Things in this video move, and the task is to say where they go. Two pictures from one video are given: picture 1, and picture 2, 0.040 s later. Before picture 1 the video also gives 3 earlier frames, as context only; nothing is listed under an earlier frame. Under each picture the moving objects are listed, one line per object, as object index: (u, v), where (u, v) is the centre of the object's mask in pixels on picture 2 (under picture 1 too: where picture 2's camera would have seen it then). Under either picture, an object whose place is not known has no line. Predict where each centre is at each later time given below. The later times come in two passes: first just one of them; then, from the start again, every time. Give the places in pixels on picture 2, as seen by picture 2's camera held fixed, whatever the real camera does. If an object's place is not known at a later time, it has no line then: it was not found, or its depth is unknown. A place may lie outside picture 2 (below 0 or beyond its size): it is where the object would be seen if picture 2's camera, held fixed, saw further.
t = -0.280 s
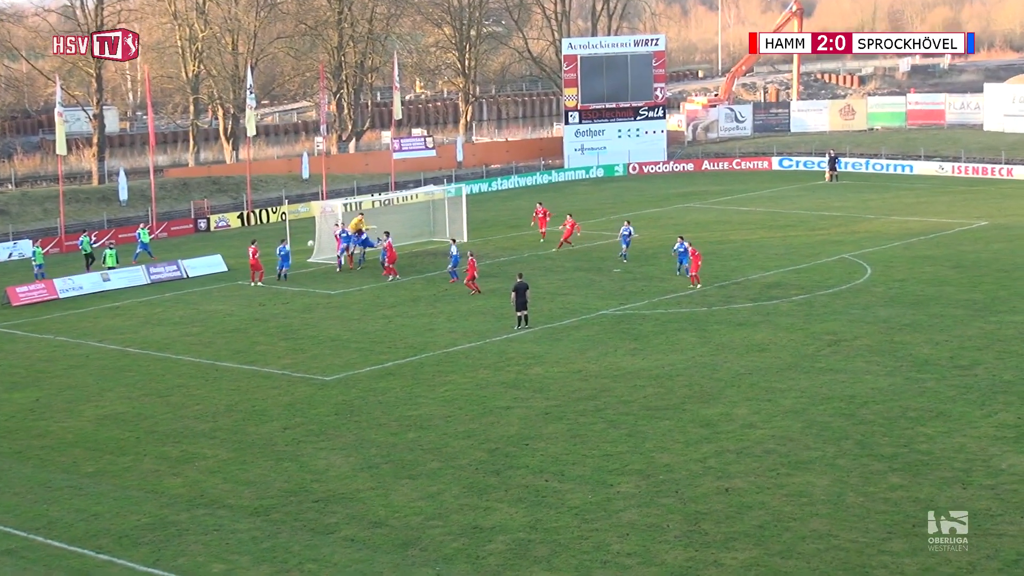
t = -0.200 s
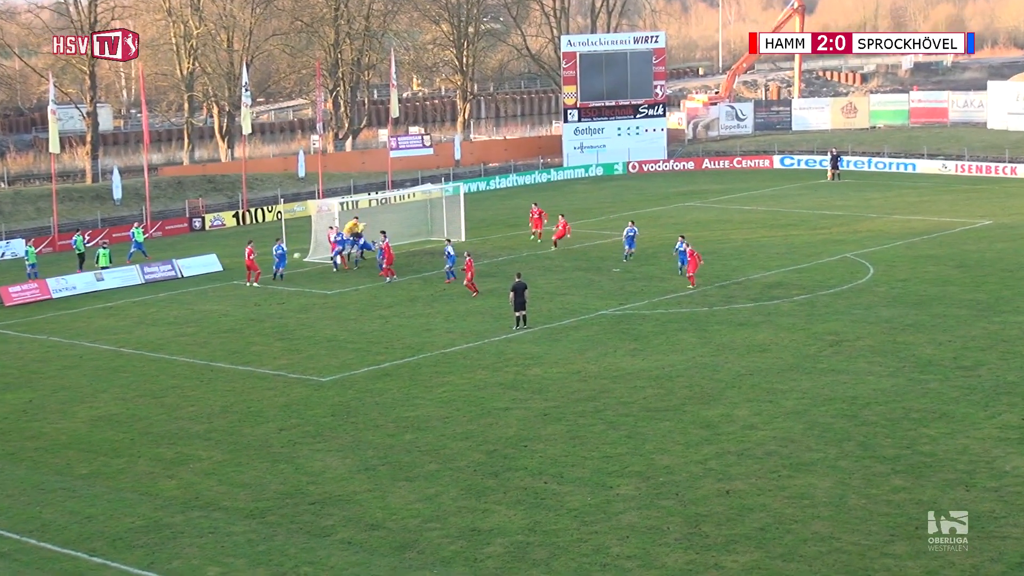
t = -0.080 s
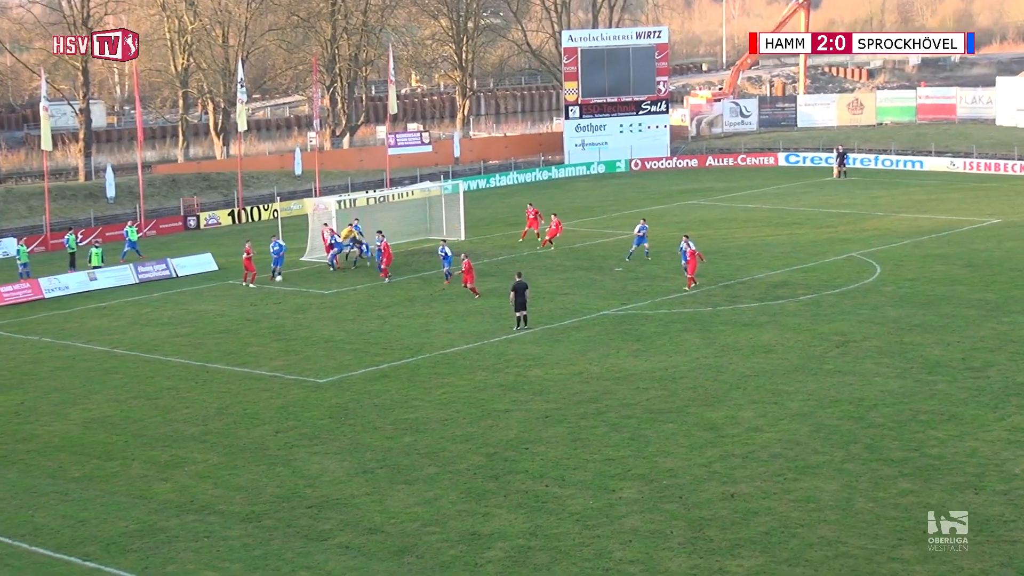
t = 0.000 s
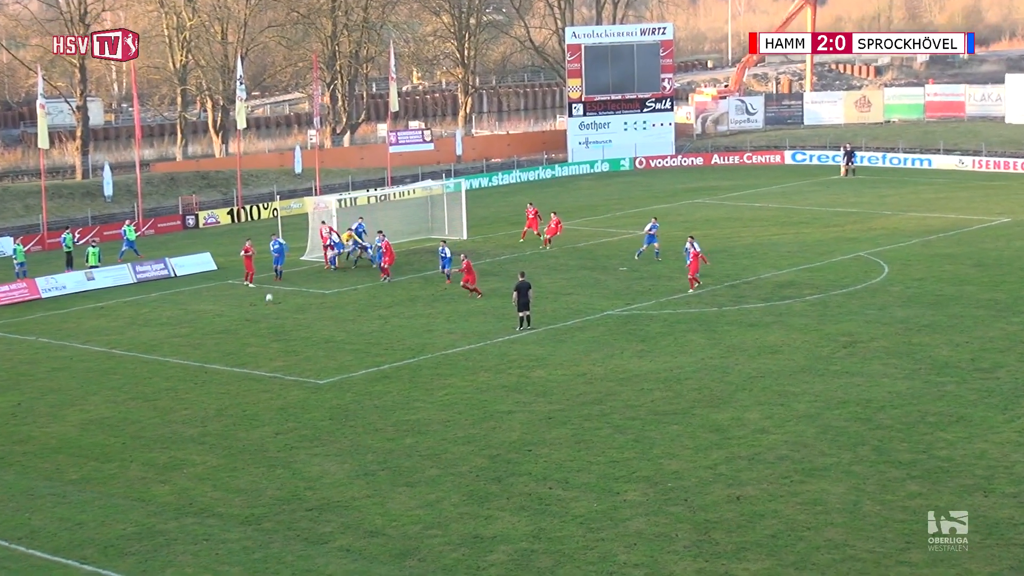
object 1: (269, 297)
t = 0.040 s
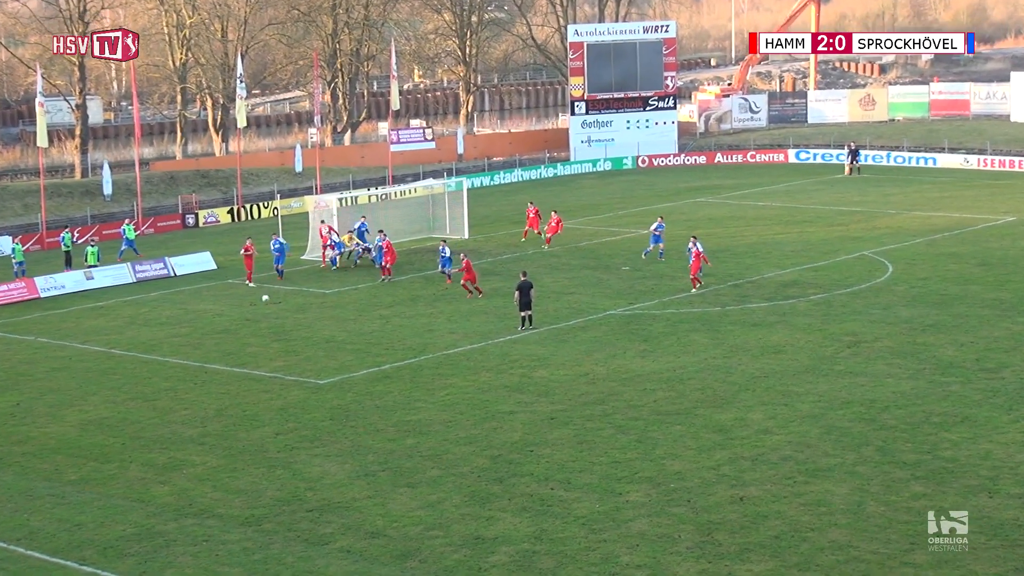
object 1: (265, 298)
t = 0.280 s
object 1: (244, 295)
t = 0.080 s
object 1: (261, 296)
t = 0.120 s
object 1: (258, 294)
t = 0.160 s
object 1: (254, 293)
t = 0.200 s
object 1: (250, 293)
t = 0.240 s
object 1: (247, 293)
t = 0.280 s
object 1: (244, 295)
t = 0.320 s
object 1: (241, 295)
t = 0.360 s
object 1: (239, 296)
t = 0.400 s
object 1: (237, 299)
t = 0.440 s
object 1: (235, 302)
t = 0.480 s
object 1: (232, 305)
